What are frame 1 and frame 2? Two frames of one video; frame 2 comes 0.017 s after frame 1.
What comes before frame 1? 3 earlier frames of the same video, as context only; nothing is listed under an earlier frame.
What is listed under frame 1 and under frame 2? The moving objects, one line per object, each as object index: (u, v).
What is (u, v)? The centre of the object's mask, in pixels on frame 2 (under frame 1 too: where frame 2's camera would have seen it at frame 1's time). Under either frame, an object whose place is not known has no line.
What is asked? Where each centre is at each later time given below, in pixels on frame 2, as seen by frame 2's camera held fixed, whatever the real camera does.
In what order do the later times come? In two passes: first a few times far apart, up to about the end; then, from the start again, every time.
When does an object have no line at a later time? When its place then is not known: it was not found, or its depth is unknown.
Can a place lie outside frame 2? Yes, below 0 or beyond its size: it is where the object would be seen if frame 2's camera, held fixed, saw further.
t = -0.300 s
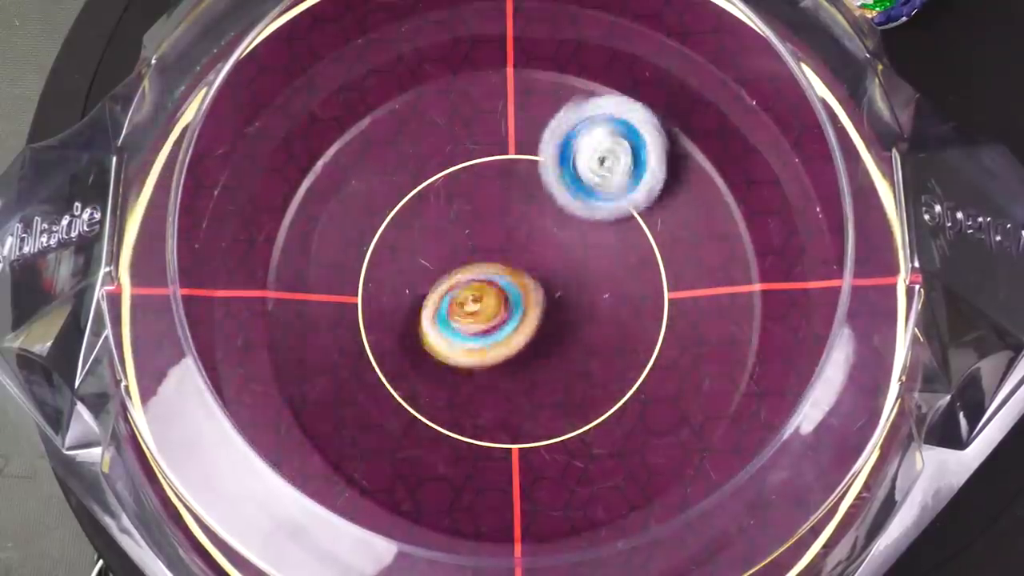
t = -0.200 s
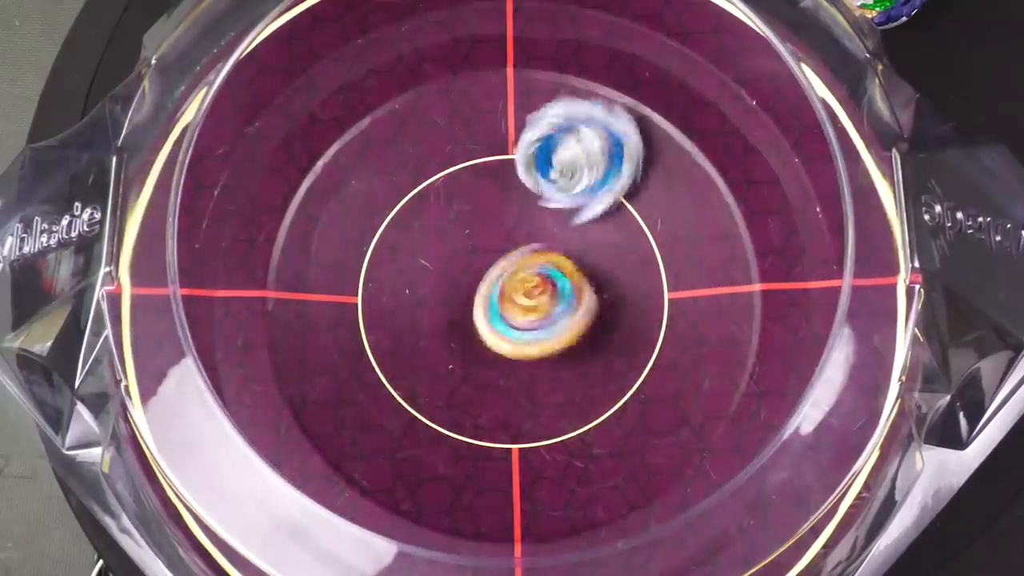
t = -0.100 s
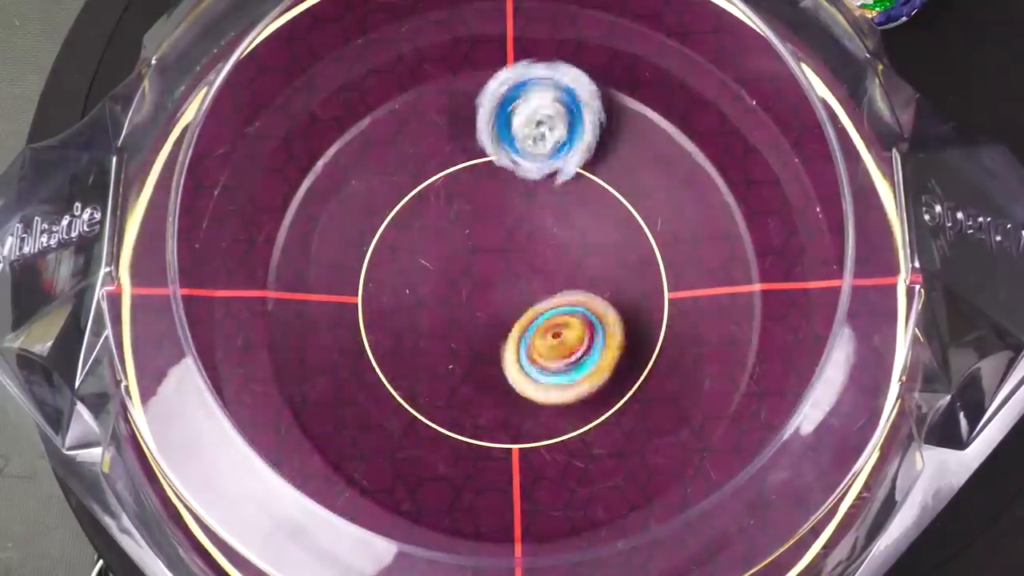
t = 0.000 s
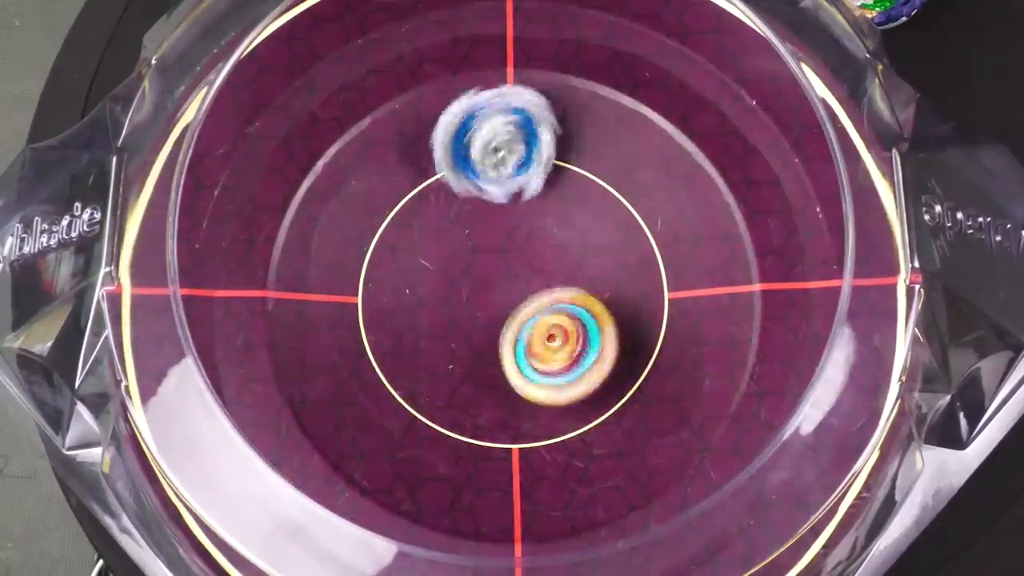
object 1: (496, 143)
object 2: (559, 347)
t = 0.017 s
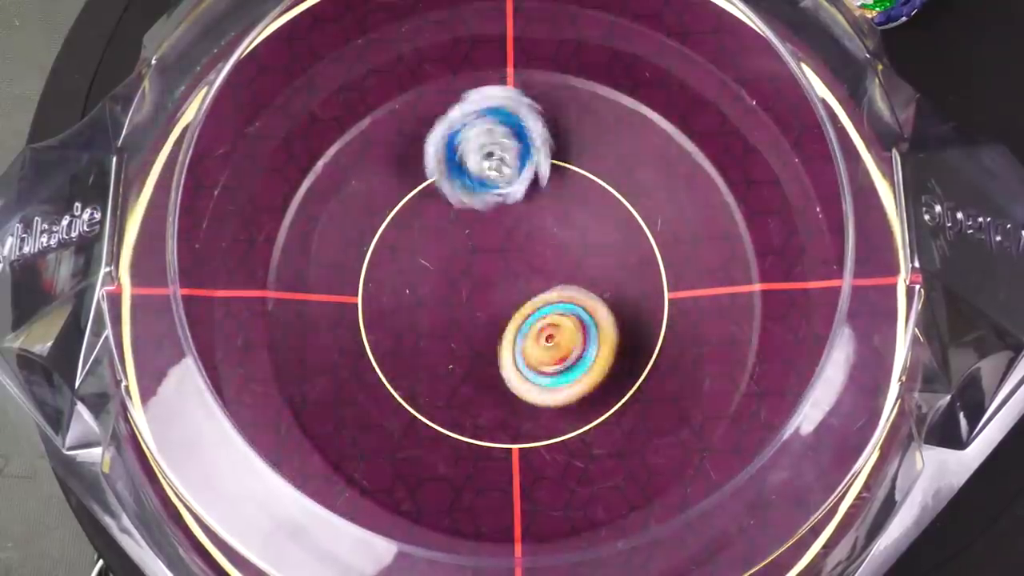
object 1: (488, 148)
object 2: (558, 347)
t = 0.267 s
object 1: (409, 278)
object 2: (533, 290)
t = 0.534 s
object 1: (430, 337)
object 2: (534, 284)
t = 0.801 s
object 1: (493, 363)
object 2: (531, 261)
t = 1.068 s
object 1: (500, 365)
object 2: (515, 249)
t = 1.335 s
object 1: (503, 353)
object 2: (509, 249)
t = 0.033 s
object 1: (479, 154)
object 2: (556, 345)
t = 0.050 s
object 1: (471, 162)
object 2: (554, 345)
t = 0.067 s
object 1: (464, 172)
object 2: (552, 344)
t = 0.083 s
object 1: (459, 181)
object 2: (551, 342)
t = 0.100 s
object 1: (455, 190)
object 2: (549, 338)
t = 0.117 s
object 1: (450, 197)
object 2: (544, 335)
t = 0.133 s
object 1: (444, 205)
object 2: (543, 332)
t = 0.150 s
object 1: (438, 214)
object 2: (539, 327)
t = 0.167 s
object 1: (433, 224)
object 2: (535, 321)
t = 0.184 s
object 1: (430, 236)
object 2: (531, 318)
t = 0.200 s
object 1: (428, 246)
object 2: (528, 312)
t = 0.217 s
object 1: (425, 254)
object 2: (525, 306)
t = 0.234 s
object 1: (422, 262)
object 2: (524, 301)
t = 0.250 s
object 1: (417, 270)
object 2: (527, 294)
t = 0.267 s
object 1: (409, 278)
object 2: (533, 290)
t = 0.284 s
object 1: (400, 284)
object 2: (537, 285)
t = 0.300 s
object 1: (393, 291)
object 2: (541, 283)
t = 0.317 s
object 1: (388, 297)
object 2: (543, 279)
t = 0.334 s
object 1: (385, 304)
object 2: (543, 276)
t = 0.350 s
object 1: (385, 310)
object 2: (539, 276)
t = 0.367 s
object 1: (387, 316)
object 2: (539, 277)
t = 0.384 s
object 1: (390, 321)
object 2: (537, 277)
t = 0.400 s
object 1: (393, 325)
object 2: (537, 279)
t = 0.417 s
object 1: (397, 328)
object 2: (535, 280)
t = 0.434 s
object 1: (402, 331)
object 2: (536, 282)
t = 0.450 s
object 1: (407, 333)
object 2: (536, 282)
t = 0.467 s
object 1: (412, 334)
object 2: (536, 282)
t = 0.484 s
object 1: (416, 335)
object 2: (535, 282)
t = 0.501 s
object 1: (420, 336)
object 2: (534, 284)
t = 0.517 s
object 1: (425, 336)
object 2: (534, 284)
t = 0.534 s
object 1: (430, 337)
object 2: (534, 284)
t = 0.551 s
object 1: (437, 338)
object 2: (532, 284)
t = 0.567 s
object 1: (443, 339)
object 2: (531, 286)
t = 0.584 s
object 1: (450, 342)
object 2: (530, 284)
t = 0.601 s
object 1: (456, 349)
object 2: (534, 274)
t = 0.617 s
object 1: (460, 356)
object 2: (534, 267)
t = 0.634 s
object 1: (466, 362)
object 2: (538, 262)
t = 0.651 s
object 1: (472, 367)
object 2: (539, 256)
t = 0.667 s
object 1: (477, 370)
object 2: (539, 252)
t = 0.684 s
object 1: (480, 373)
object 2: (538, 251)
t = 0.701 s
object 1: (483, 373)
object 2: (537, 249)
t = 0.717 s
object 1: (486, 373)
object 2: (534, 250)
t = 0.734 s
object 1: (488, 372)
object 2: (532, 253)
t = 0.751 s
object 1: (490, 371)
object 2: (532, 255)
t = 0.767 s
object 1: (491, 369)
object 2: (531, 257)
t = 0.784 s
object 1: (492, 366)
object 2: (532, 259)
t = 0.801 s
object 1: (493, 363)
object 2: (531, 261)
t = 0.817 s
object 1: (492, 359)
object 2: (533, 264)
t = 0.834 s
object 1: (492, 357)
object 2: (535, 264)
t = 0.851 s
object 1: (493, 356)
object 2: (535, 263)
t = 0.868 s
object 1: (495, 355)
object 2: (534, 262)
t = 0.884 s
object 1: (495, 354)
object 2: (532, 263)
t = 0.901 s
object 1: (496, 354)
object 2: (532, 264)
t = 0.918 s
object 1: (497, 354)
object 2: (530, 262)
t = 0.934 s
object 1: (498, 356)
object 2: (529, 261)
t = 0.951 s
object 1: (499, 357)
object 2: (527, 259)
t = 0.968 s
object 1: (499, 356)
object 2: (525, 257)
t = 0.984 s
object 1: (499, 356)
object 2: (523, 256)
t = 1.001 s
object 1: (498, 360)
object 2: (522, 253)
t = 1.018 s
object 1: (498, 362)
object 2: (520, 250)
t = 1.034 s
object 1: (499, 364)
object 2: (519, 248)
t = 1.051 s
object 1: (500, 365)
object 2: (518, 248)
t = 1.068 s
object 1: (500, 365)
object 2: (515, 249)
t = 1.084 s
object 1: (499, 366)
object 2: (515, 251)
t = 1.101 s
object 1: (499, 367)
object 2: (515, 252)
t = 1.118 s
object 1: (499, 366)
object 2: (515, 253)
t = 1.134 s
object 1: (499, 365)
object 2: (516, 253)
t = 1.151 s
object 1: (499, 363)
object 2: (517, 254)
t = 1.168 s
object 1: (498, 361)
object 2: (518, 256)
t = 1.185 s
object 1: (497, 358)
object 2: (519, 256)
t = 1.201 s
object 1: (496, 355)
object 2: (519, 257)
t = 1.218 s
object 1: (496, 353)
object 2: (517, 255)
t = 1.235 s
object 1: (496, 352)
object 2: (515, 257)
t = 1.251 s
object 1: (496, 351)
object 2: (514, 258)
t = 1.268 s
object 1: (498, 352)
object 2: (513, 257)
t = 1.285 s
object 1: (499, 352)
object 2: (512, 254)
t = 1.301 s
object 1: (501, 352)
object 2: (511, 252)
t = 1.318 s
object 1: (502, 353)
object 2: (510, 250)
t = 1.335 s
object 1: (503, 353)
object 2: (509, 249)
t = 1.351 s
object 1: (503, 352)
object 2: (508, 248)
